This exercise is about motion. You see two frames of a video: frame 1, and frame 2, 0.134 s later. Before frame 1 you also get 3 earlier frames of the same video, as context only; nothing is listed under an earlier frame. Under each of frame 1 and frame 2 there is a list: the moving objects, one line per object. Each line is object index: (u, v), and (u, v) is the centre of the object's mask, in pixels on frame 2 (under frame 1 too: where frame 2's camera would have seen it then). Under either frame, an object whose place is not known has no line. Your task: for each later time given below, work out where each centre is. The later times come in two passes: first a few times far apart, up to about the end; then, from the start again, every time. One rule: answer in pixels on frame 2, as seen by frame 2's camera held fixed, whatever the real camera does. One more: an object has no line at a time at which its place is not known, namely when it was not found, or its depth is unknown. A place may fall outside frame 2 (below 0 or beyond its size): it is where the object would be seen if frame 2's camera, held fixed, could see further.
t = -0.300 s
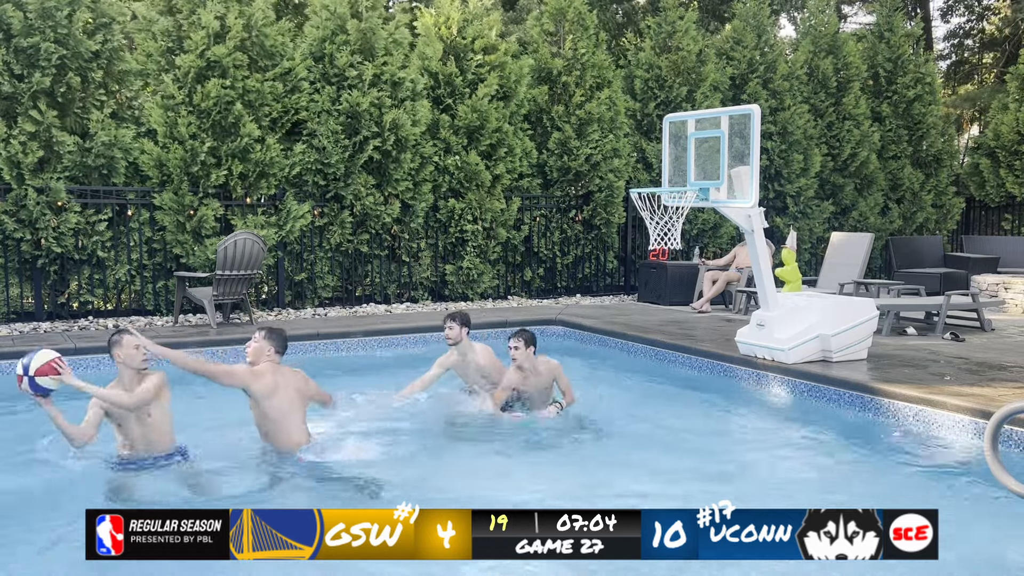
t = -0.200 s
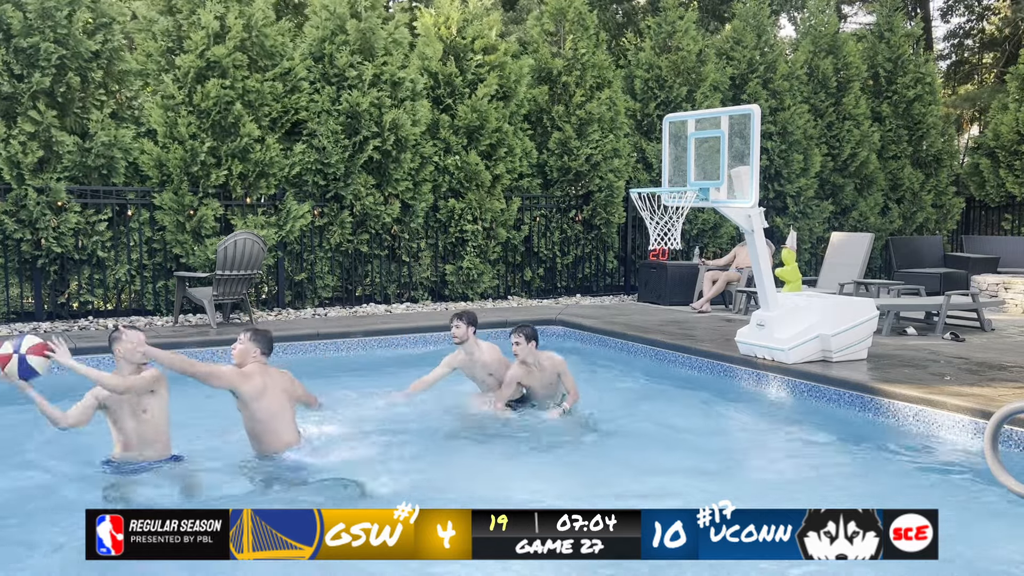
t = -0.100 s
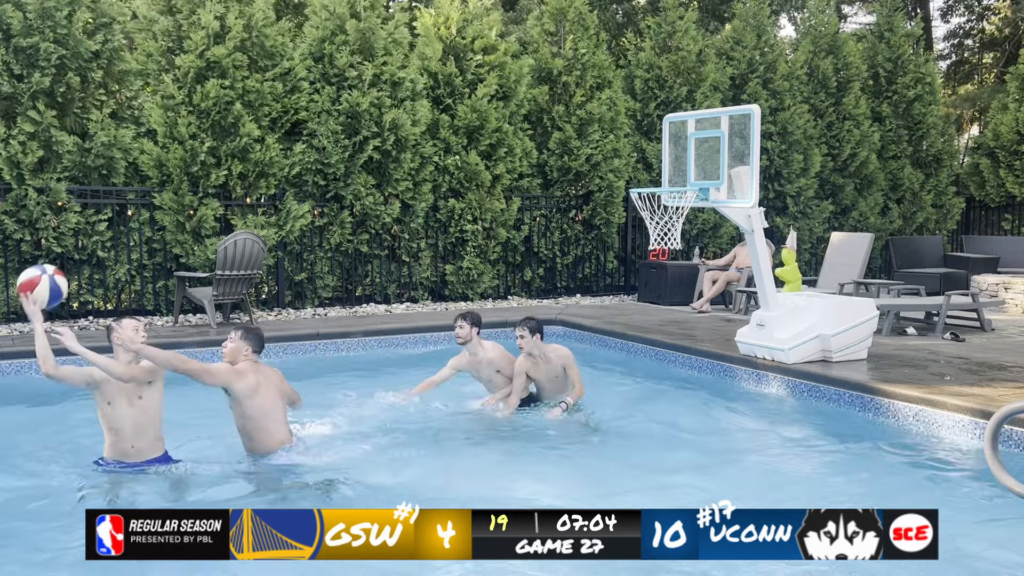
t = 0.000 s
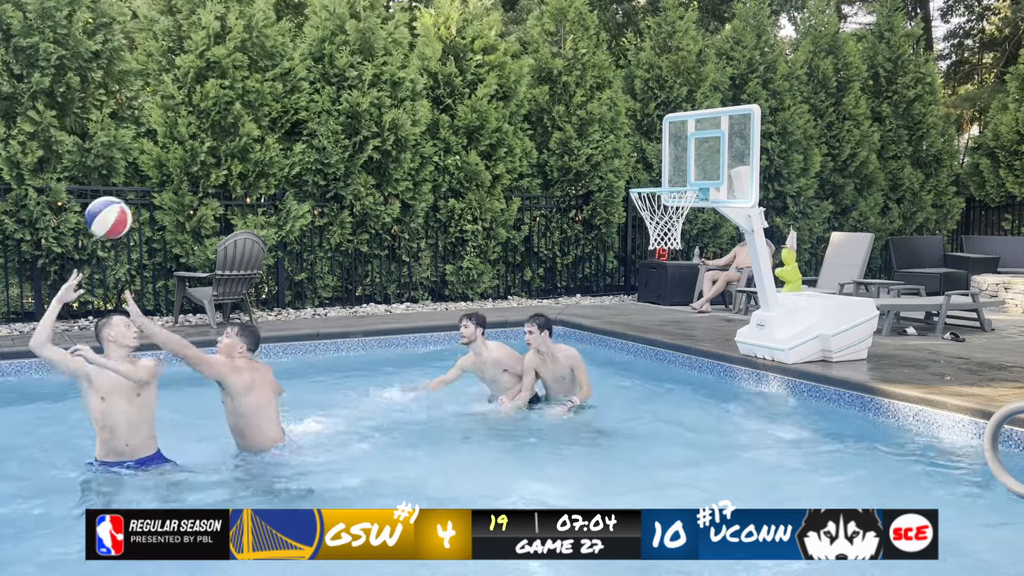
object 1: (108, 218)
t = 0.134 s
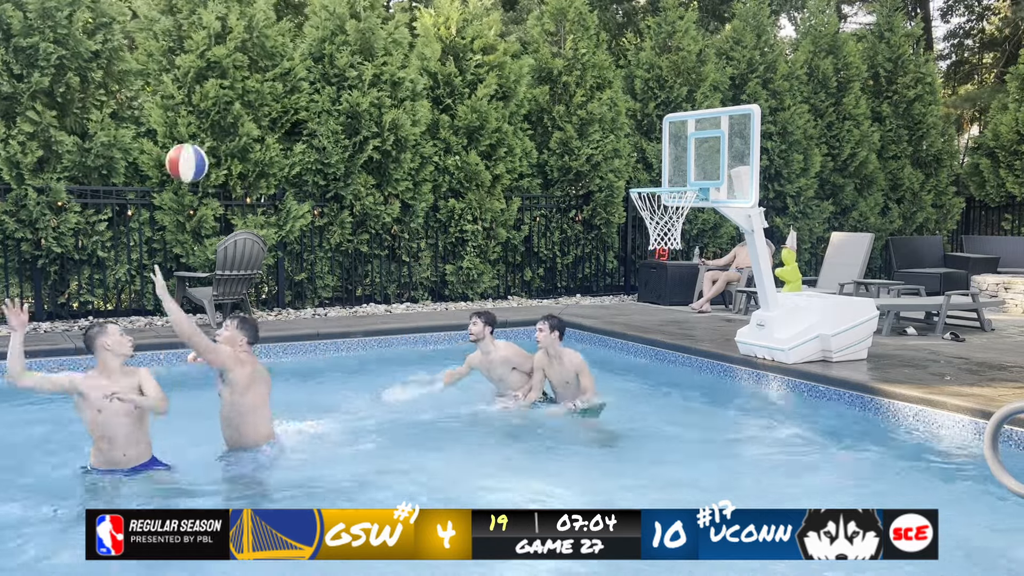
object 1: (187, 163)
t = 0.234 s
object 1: (238, 145)
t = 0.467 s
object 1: (336, 162)
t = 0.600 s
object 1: (382, 198)
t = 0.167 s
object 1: (205, 155)
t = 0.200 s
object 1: (222, 150)
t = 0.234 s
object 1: (238, 145)
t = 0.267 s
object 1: (254, 143)
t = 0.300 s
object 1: (269, 143)
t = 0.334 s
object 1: (283, 144)
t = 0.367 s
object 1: (297, 146)
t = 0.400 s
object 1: (310, 149)
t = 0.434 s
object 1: (324, 155)
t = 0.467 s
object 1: (336, 162)
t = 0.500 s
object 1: (348, 169)
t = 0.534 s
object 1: (360, 178)
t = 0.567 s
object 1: (371, 188)
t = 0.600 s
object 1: (382, 198)
